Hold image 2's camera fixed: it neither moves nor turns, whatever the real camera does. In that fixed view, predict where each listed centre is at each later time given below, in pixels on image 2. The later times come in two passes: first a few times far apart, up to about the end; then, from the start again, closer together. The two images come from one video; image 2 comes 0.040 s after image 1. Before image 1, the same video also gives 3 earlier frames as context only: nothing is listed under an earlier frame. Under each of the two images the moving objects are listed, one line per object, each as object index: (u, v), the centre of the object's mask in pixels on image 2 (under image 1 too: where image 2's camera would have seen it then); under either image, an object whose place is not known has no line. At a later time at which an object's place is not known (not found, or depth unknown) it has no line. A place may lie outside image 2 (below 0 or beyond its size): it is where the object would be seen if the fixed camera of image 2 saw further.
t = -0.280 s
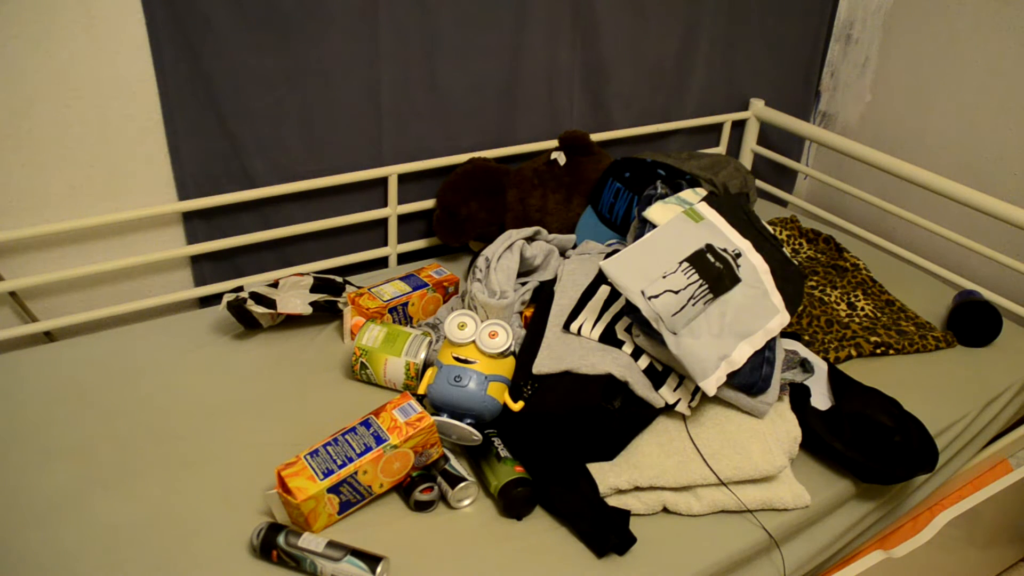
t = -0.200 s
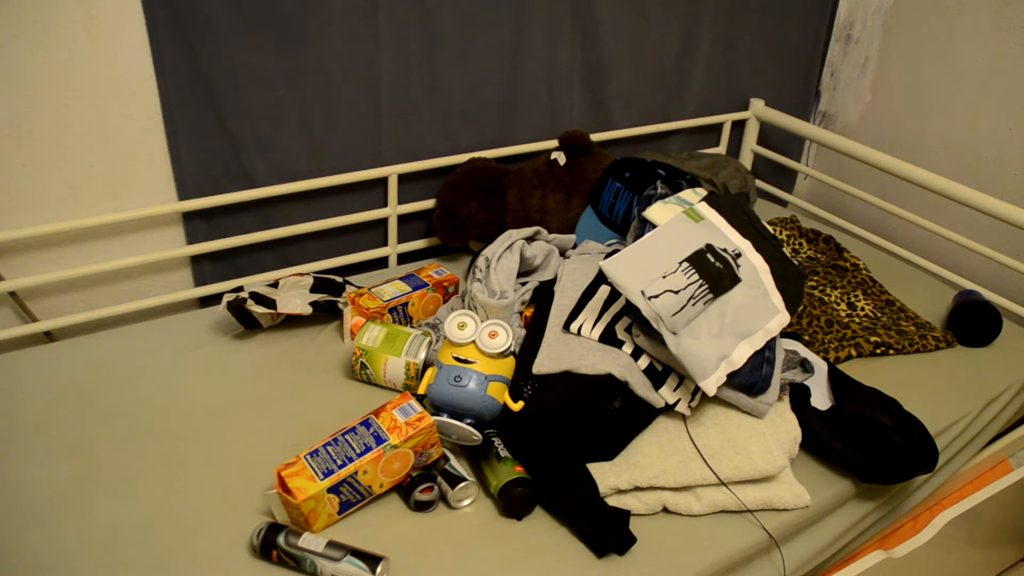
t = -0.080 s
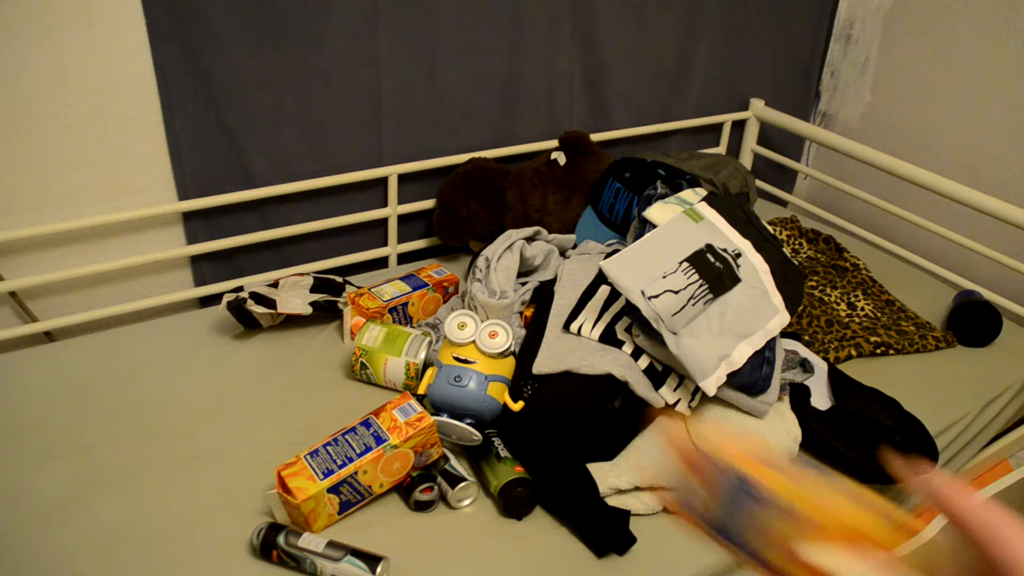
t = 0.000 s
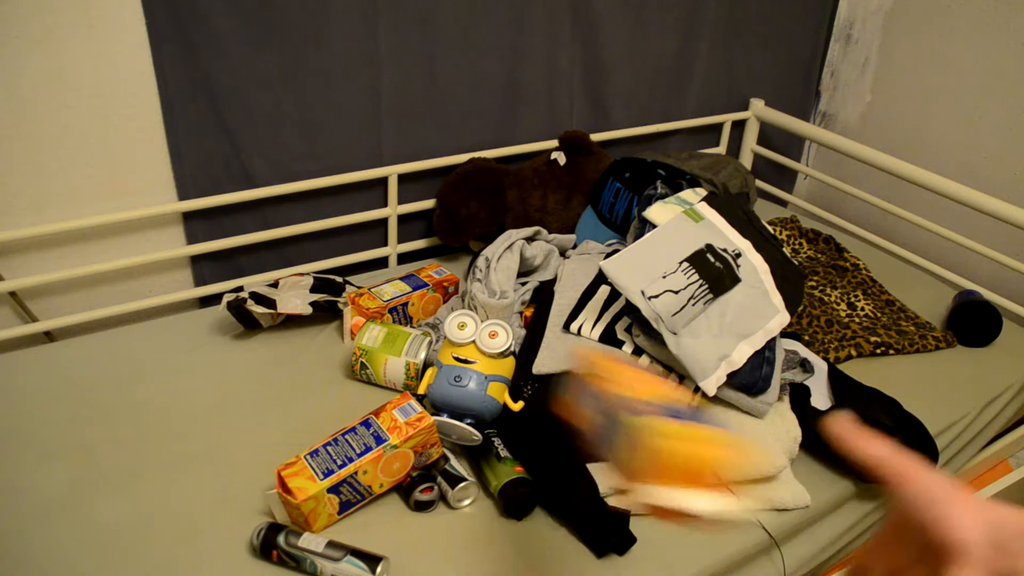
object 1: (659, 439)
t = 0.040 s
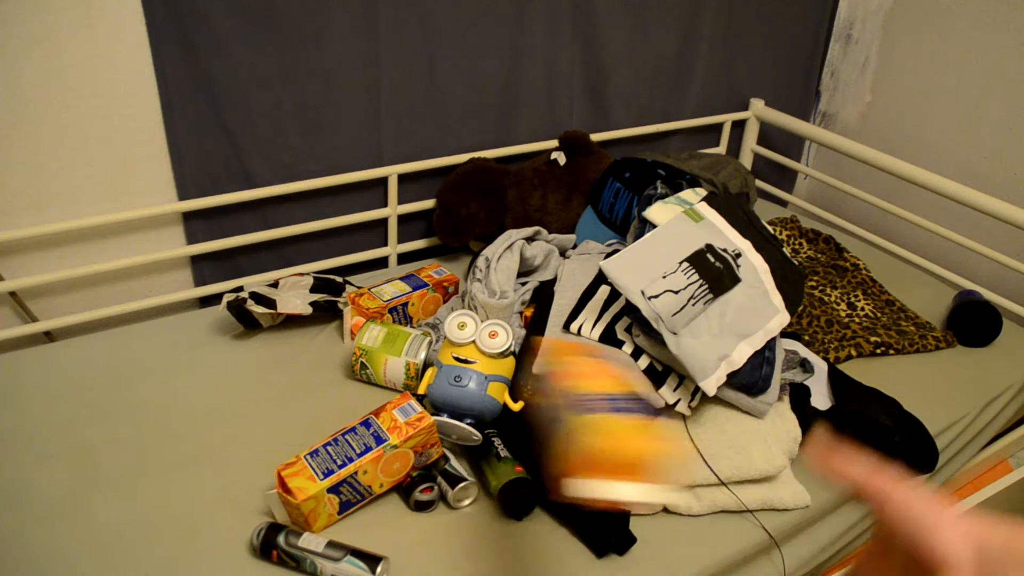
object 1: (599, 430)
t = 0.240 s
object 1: (462, 476)
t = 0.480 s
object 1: (481, 478)
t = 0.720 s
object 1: (475, 478)
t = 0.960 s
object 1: (457, 488)
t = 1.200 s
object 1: (457, 488)
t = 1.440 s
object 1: (457, 488)
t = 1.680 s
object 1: (457, 488)
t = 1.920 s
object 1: (457, 488)
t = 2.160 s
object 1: (457, 488)
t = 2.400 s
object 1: (457, 488)
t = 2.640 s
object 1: (457, 488)
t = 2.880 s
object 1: (457, 488)
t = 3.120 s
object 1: (457, 488)
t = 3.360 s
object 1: (457, 488)
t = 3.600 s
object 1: (457, 488)
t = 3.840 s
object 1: (456, 488)
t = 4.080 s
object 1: (456, 488)
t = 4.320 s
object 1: (456, 488)
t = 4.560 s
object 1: (457, 488)
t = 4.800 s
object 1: (456, 488)
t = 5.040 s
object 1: (456, 488)
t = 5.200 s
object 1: (456, 488)
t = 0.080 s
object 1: (558, 430)
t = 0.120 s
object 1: (517, 445)
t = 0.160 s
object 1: (477, 469)
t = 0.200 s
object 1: (461, 480)
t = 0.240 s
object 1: (462, 476)
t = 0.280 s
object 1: (467, 463)
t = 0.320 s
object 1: (471, 457)
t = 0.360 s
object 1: (475, 459)
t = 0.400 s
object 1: (479, 470)
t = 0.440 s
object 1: (480, 478)
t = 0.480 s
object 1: (481, 478)
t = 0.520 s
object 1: (481, 474)
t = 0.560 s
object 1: (480, 476)
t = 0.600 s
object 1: (479, 477)
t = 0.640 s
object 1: (477, 475)
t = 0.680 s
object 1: (476, 476)
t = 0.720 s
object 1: (475, 478)
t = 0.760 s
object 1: (472, 480)
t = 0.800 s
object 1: (468, 483)
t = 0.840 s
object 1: (463, 486)
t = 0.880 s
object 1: (457, 489)
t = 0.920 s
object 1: (456, 488)
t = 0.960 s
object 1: (457, 488)
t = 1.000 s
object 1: (457, 488)
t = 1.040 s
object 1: (456, 488)
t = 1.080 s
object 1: (457, 488)
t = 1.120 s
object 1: (457, 488)
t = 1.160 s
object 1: (457, 488)
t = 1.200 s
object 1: (457, 488)
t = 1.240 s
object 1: (457, 488)
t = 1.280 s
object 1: (457, 488)
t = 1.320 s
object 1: (457, 488)
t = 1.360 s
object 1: (457, 488)
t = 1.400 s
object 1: (457, 488)
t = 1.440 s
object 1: (457, 488)
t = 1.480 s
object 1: (457, 488)
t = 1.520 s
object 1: (457, 488)
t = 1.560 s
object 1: (457, 488)
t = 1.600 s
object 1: (457, 488)
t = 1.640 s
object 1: (457, 488)
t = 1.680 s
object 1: (457, 488)
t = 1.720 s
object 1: (457, 488)
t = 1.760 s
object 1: (457, 488)
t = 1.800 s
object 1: (457, 488)
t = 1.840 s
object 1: (457, 488)
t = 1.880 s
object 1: (457, 488)
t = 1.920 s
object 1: (457, 488)
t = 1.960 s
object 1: (457, 488)
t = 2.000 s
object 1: (457, 488)
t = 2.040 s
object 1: (457, 488)
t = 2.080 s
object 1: (457, 488)
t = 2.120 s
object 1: (457, 488)
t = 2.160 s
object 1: (457, 488)
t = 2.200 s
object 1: (457, 488)
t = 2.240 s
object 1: (457, 488)
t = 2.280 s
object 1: (457, 488)
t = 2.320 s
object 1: (457, 488)
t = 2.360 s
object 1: (457, 488)
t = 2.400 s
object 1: (457, 488)
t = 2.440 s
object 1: (457, 488)
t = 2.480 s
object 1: (457, 488)
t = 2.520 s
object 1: (457, 488)
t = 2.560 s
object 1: (457, 488)
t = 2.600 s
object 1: (457, 488)
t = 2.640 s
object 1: (457, 488)
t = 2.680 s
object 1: (457, 488)
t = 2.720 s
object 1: (457, 488)
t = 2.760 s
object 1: (457, 488)
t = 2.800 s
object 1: (457, 488)
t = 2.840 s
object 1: (457, 488)
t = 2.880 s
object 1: (457, 488)
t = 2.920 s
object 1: (457, 488)
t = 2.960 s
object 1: (457, 488)
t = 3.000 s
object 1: (457, 488)
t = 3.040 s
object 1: (457, 488)
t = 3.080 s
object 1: (457, 488)
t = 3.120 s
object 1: (457, 488)
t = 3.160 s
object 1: (457, 488)
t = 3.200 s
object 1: (457, 488)
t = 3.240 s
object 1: (457, 488)
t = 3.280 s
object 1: (457, 488)
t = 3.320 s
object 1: (457, 488)
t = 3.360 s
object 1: (457, 488)
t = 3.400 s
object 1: (457, 488)
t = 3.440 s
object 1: (457, 488)
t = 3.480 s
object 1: (457, 488)
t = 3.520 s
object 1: (457, 488)
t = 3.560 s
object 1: (457, 488)
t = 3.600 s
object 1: (457, 488)
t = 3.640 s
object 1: (457, 488)
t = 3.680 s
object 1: (456, 488)
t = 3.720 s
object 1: (457, 488)
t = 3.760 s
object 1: (456, 488)
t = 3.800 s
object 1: (456, 488)
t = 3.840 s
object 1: (456, 488)
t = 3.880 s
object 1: (457, 488)
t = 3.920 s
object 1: (456, 488)
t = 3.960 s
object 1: (457, 488)
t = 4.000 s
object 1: (456, 488)
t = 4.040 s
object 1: (456, 488)
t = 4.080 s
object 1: (456, 488)
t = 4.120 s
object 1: (456, 488)
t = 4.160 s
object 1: (456, 488)
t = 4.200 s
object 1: (457, 488)
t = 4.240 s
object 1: (457, 488)
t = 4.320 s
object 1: (456, 488)
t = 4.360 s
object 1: (456, 488)
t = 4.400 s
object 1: (457, 488)
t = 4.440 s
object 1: (456, 488)
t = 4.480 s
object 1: (457, 488)
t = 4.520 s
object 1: (457, 488)
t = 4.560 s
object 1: (457, 488)
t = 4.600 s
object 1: (457, 488)
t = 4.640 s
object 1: (457, 488)
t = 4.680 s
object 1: (457, 488)
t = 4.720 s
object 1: (457, 488)
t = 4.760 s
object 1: (457, 488)
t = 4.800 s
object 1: (456, 488)
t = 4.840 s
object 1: (457, 488)
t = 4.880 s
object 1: (457, 488)
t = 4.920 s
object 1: (456, 488)
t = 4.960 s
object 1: (456, 488)
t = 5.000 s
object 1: (456, 488)
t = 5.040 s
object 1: (456, 488)
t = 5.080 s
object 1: (456, 488)
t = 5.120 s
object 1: (456, 488)
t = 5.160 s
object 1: (456, 488)
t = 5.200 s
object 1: (456, 488)
